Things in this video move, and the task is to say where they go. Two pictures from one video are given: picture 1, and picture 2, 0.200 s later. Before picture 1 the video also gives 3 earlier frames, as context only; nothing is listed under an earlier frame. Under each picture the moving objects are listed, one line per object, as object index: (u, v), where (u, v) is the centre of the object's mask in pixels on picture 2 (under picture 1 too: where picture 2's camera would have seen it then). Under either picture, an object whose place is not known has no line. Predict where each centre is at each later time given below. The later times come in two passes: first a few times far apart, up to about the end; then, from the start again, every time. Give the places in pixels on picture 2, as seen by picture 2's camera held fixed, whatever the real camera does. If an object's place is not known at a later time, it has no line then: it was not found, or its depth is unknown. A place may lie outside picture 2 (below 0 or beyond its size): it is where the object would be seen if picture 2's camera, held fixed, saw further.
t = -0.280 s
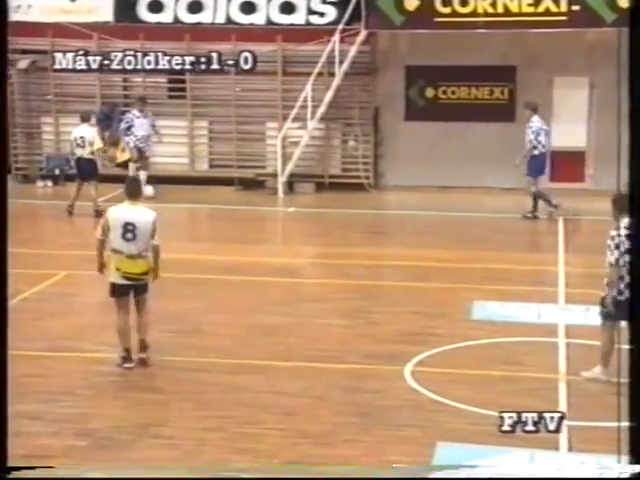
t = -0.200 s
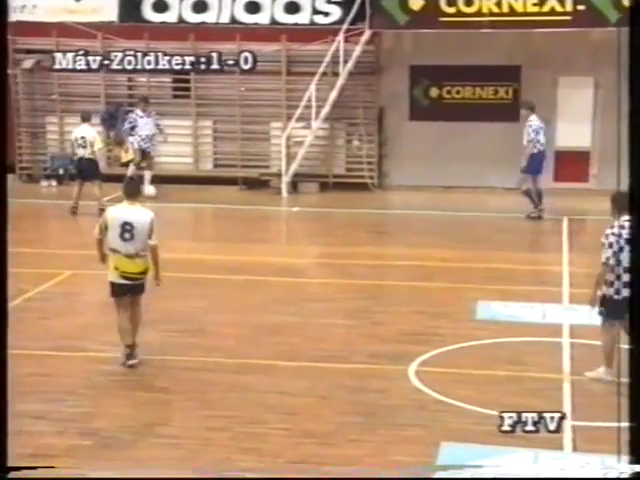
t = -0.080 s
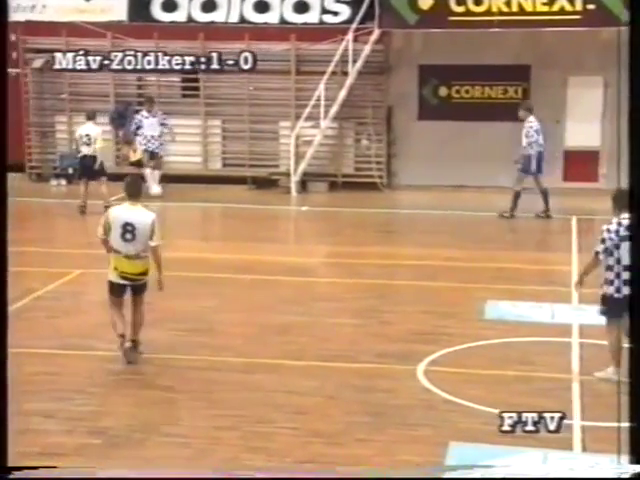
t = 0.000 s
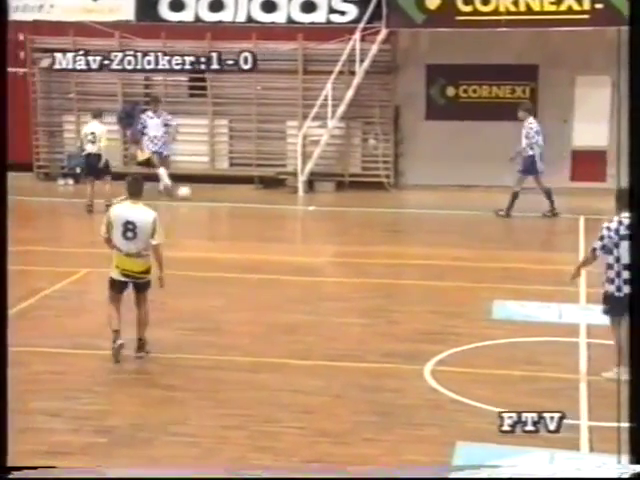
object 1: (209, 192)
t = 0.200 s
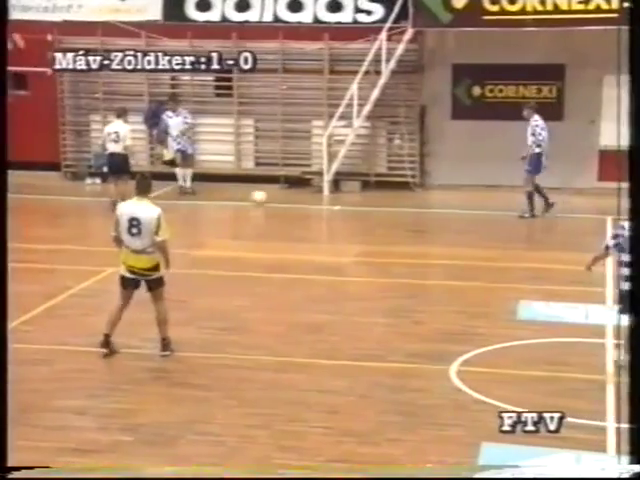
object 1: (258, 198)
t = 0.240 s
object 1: (267, 199)
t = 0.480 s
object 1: (316, 205)
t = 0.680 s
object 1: (352, 210)
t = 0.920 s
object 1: (398, 214)
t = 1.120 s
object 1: (437, 220)
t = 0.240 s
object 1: (267, 199)
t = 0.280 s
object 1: (276, 200)
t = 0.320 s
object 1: (284, 201)
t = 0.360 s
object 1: (293, 202)
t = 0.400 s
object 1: (301, 203)
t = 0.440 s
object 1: (309, 204)
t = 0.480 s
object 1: (316, 205)
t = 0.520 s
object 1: (324, 206)
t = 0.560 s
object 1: (331, 207)
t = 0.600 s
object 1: (338, 208)
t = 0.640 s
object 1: (345, 209)
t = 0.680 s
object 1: (352, 210)
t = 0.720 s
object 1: (360, 211)
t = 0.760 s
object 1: (368, 212)
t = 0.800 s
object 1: (375, 212)
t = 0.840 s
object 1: (383, 213)
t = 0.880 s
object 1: (391, 214)
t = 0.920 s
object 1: (398, 214)
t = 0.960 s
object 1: (406, 216)
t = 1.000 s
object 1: (414, 217)
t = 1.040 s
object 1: (422, 218)
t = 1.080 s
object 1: (429, 218)
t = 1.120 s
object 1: (437, 220)
